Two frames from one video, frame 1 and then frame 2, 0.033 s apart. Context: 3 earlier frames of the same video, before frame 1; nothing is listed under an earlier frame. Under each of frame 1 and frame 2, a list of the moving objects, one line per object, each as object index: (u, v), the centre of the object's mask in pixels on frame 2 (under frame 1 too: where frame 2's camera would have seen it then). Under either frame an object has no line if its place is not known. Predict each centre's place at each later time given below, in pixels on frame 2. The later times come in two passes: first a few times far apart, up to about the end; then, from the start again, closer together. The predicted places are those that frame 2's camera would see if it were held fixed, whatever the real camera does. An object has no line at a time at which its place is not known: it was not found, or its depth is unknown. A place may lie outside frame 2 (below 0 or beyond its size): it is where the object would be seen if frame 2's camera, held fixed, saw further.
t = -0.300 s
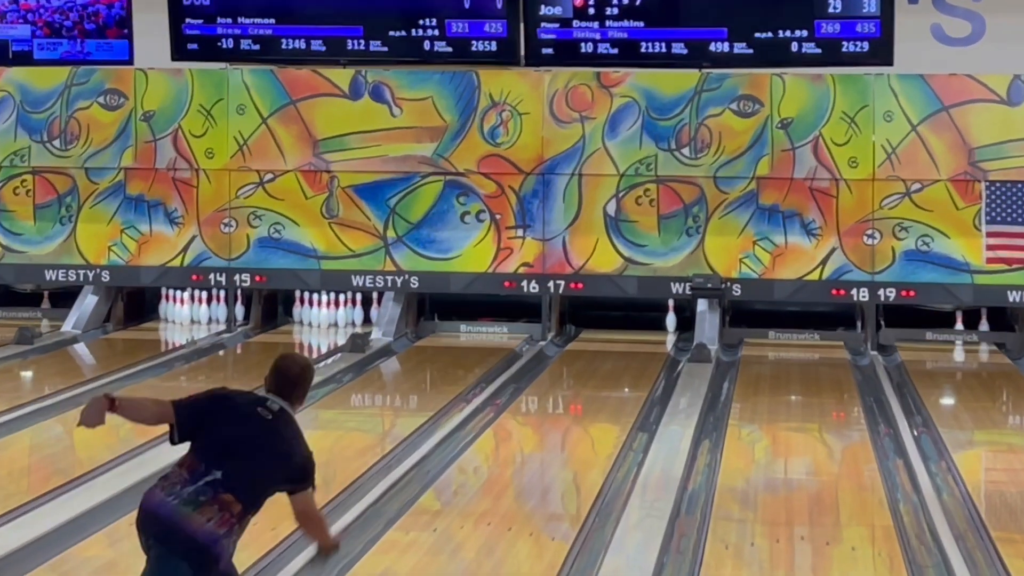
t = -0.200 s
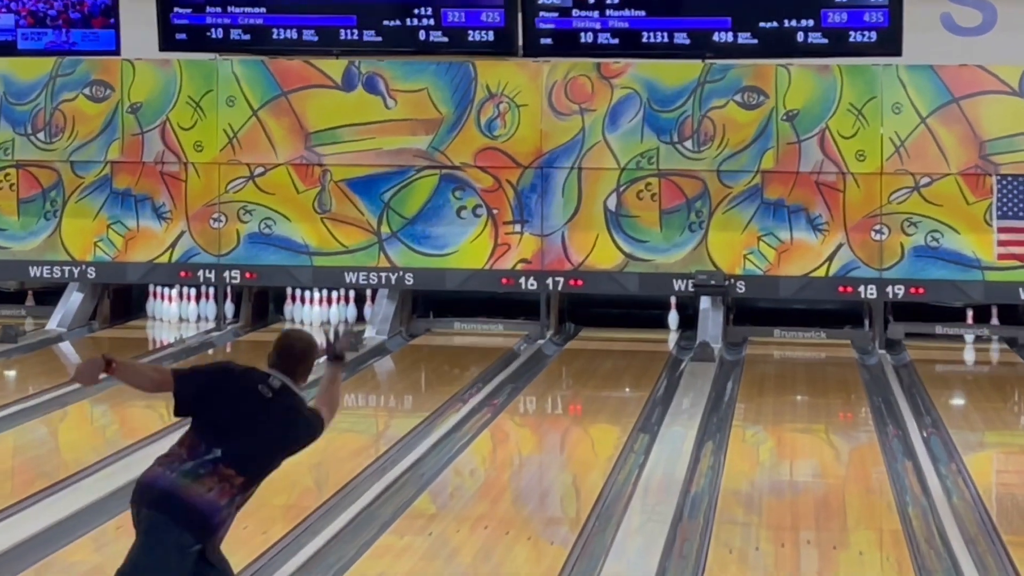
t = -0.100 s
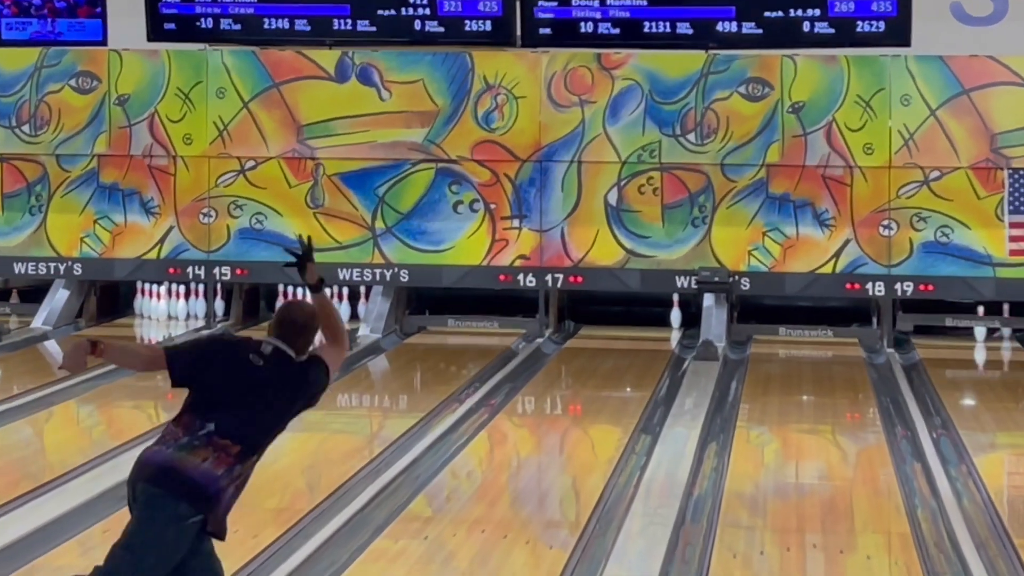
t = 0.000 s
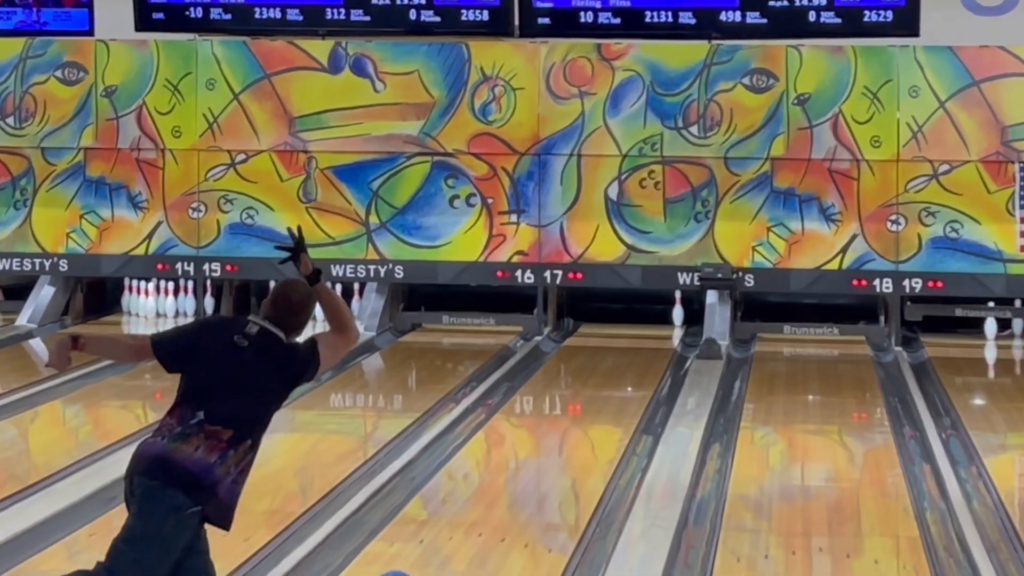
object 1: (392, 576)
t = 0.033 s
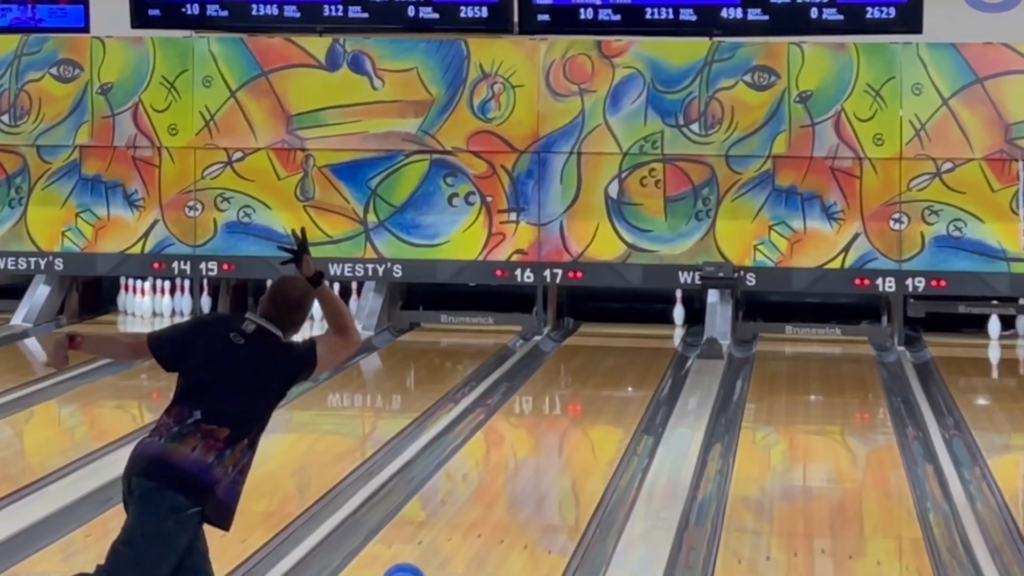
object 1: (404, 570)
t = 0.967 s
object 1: (587, 417)
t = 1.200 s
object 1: (614, 393)
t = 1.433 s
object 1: (635, 371)
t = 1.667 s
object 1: (651, 351)
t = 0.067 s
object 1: (415, 564)
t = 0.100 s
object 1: (427, 557)
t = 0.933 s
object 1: (583, 421)
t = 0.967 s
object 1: (587, 417)
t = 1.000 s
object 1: (591, 413)
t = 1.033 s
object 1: (595, 410)
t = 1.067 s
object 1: (599, 406)
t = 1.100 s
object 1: (602, 403)
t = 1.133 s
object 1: (606, 399)
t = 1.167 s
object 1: (610, 396)
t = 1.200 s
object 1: (614, 393)
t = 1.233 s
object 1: (617, 390)
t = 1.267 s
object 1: (620, 386)
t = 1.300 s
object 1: (623, 384)
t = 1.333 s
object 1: (626, 380)
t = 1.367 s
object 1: (629, 377)
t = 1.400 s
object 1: (632, 374)
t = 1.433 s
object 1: (635, 371)
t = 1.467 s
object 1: (638, 368)
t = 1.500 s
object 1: (640, 366)
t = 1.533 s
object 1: (642, 362)
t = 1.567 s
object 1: (645, 360)
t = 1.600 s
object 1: (647, 358)
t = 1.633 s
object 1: (649, 354)
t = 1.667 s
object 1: (651, 351)
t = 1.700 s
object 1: (653, 349)
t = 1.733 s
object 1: (656, 347)
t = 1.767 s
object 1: (657, 344)
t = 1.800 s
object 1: (658, 342)
